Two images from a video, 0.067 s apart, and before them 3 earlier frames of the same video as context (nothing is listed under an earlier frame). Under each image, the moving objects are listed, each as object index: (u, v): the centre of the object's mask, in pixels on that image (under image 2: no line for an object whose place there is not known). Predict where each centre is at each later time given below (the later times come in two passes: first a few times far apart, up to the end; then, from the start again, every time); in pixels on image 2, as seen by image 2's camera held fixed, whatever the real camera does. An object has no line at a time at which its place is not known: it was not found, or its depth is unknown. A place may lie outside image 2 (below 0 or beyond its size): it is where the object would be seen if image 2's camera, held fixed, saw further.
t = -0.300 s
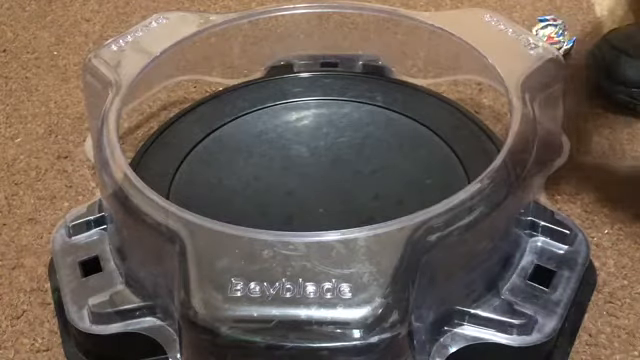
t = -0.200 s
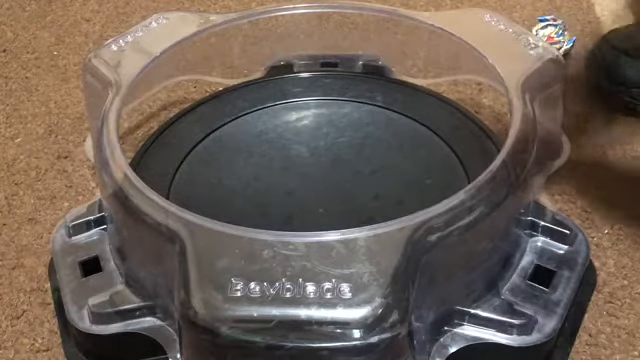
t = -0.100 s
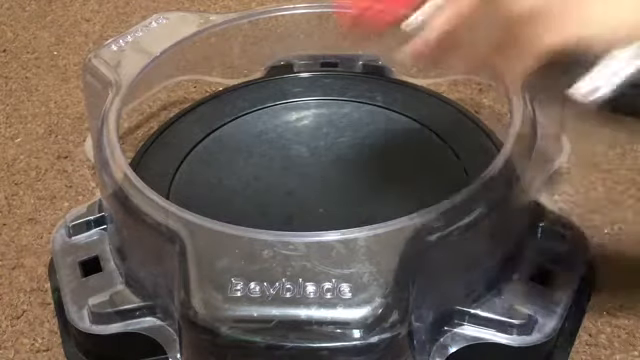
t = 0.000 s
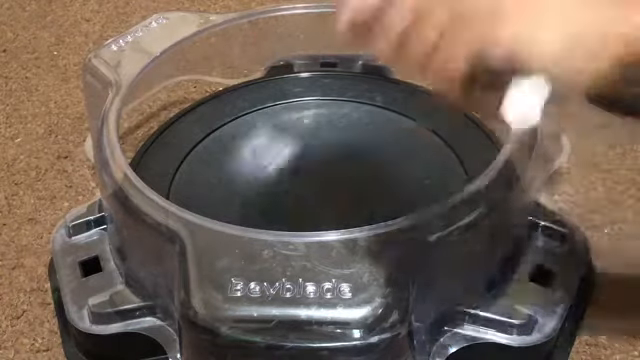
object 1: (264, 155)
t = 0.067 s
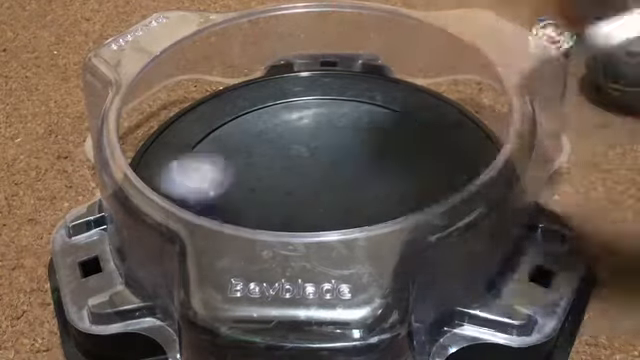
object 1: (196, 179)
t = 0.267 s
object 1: (181, 181)
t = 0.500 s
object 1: (335, 188)
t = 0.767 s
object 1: (375, 162)
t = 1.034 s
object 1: (273, 156)
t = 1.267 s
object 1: (232, 192)
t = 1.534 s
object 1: (310, 215)
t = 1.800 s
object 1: (337, 157)
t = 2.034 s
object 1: (270, 141)
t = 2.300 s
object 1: (272, 186)
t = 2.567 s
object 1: (354, 175)
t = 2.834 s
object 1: (341, 138)
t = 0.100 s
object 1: (167, 164)
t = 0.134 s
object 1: (143, 161)
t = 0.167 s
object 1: (147, 169)
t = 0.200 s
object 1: (160, 172)
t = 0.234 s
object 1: (167, 174)
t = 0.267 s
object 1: (181, 181)
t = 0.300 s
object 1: (197, 183)
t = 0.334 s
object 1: (219, 188)
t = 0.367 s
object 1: (241, 191)
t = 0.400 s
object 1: (266, 191)
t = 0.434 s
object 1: (290, 191)
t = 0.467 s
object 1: (313, 190)
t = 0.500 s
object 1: (335, 188)
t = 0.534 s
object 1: (353, 185)
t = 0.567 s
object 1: (367, 182)
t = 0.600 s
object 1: (379, 177)
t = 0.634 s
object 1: (385, 175)
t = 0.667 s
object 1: (387, 172)
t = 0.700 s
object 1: (387, 168)
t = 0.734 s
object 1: (383, 165)
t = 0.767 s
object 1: (375, 162)
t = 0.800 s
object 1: (365, 159)
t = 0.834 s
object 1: (353, 157)
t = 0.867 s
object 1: (341, 155)
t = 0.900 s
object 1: (326, 154)
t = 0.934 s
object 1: (312, 153)
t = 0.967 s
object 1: (299, 153)
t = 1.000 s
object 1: (285, 154)
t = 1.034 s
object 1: (273, 156)
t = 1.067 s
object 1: (263, 159)
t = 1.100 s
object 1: (254, 163)
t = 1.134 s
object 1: (246, 168)
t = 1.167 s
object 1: (240, 173)
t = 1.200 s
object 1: (236, 178)
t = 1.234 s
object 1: (233, 185)
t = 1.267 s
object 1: (232, 192)
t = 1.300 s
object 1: (233, 197)
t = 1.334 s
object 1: (235, 201)
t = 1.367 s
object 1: (242, 208)
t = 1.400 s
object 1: (252, 217)
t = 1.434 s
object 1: (265, 221)
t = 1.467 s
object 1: (280, 217)
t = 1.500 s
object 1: (296, 217)
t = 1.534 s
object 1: (310, 215)
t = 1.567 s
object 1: (323, 211)
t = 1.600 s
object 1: (334, 205)
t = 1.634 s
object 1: (342, 197)
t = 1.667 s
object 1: (347, 189)
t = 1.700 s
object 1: (348, 180)
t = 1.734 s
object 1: (347, 172)
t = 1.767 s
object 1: (344, 163)
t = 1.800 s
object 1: (337, 157)
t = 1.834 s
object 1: (330, 150)
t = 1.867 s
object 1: (321, 145)
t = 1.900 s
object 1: (310, 140)
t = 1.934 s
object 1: (300, 139)
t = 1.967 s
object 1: (289, 137)
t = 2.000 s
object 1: (280, 137)
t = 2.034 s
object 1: (270, 141)
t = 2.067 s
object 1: (262, 145)
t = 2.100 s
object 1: (256, 150)
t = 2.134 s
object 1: (254, 156)
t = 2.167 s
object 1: (252, 163)
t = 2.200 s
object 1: (254, 169)
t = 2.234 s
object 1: (258, 175)
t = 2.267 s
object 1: (264, 182)
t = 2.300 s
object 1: (272, 186)
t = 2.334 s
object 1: (282, 190)
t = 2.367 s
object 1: (293, 192)
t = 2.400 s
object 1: (305, 192)
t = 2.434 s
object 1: (317, 192)
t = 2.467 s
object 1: (329, 189)
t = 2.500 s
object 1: (339, 185)
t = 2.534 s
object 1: (347, 180)
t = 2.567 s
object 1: (354, 175)
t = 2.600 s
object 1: (359, 169)
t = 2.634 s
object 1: (361, 161)
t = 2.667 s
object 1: (361, 156)
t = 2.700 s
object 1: (360, 151)
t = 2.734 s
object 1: (357, 145)
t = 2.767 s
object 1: (352, 142)
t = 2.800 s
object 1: (347, 140)
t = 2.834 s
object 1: (341, 138)
